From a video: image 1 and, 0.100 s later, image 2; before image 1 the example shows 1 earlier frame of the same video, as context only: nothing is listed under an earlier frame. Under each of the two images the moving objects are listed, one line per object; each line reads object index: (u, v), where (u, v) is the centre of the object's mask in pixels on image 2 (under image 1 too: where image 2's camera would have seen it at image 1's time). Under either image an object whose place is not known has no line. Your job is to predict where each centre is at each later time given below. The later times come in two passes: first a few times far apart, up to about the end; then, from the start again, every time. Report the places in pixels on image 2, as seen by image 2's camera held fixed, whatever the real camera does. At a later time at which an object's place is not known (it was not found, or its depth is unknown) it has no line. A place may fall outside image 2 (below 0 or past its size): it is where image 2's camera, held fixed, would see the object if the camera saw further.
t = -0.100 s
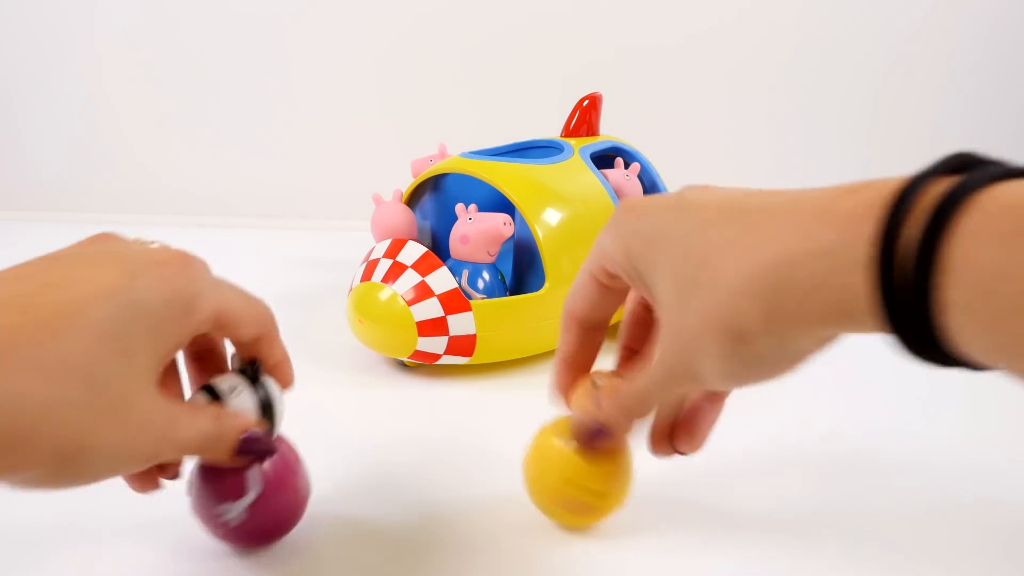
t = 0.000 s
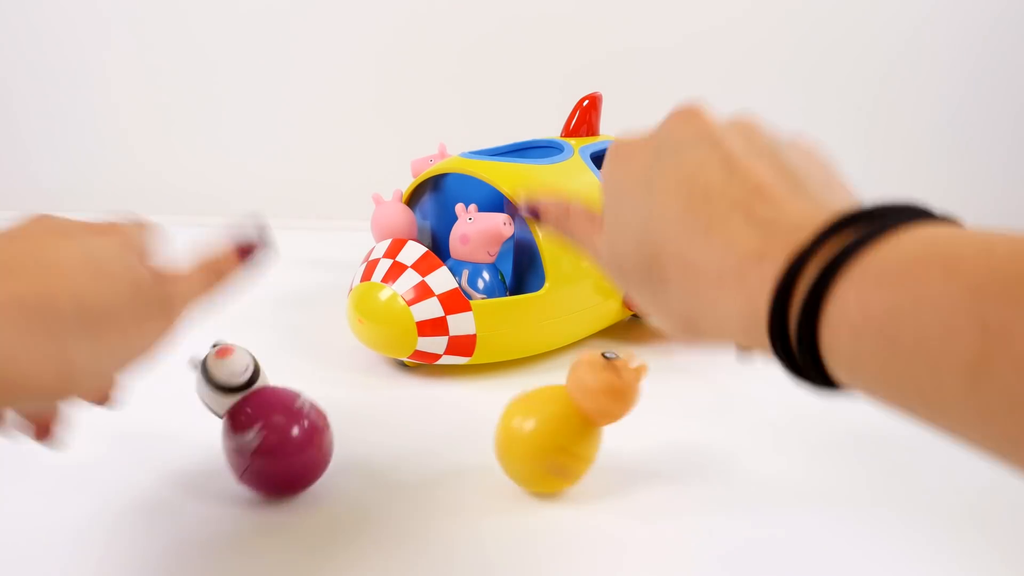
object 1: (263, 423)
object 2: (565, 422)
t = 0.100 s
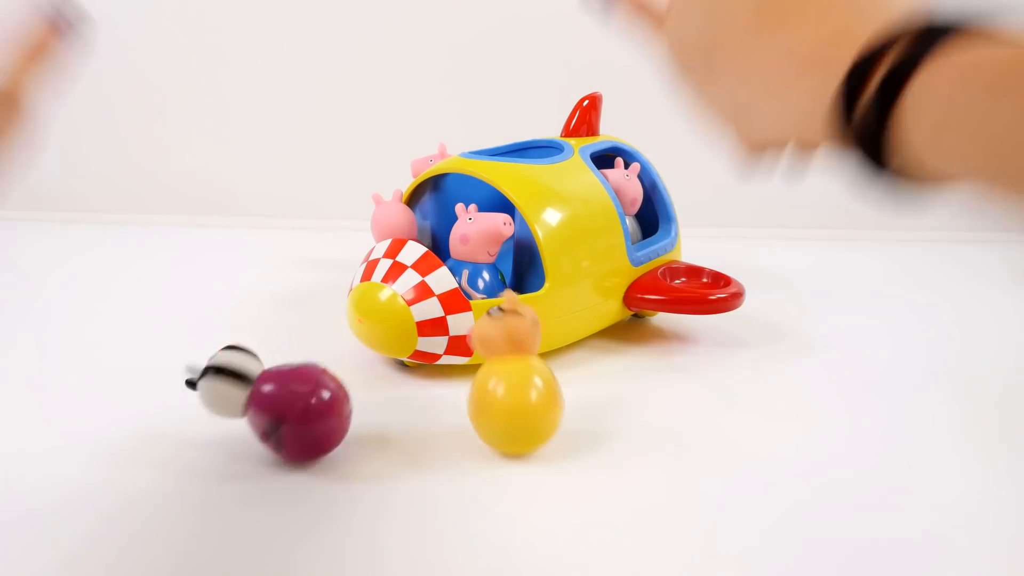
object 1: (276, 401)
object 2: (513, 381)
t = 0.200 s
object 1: (317, 368)
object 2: (510, 372)
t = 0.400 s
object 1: (371, 350)
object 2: (464, 380)
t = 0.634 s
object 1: (379, 352)
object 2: (470, 430)
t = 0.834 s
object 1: (402, 355)
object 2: (538, 514)
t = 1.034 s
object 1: (415, 355)
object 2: (757, 538)
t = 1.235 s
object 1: (386, 381)
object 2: (889, 530)
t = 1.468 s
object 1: (324, 382)
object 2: (964, 491)
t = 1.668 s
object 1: (275, 375)
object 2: (914, 404)
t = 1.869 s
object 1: (287, 354)
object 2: (848, 378)
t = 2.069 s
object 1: (309, 345)
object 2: (710, 355)
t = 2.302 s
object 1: (359, 346)
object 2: (635, 362)
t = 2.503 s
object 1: (390, 354)
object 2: (565, 412)
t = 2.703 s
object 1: (382, 374)
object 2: (628, 458)
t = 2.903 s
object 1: (351, 390)
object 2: (713, 518)
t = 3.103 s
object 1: (306, 399)
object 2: (894, 506)
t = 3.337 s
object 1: (260, 391)
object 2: (938, 470)
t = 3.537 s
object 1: (239, 375)
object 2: (914, 416)
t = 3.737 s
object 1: (258, 365)
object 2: (833, 374)
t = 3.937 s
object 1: (304, 360)
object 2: (726, 366)
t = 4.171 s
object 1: (325, 367)
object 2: (642, 383)
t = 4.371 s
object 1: (322, 388)
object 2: (620, 421)
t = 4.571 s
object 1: (295, 396)
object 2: (713, 490)
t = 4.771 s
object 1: (246, 392)
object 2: (822, 501)
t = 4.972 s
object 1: (235, 382)
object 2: (942, 484)
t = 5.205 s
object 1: (259, 368)
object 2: (924, 417)
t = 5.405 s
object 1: (287, 367)
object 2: (864, 387)
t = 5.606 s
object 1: (315, 380)
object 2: (755, 366)
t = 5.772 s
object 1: (303, 391)
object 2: (694, 377)
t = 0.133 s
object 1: (286, 392)
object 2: (518, 378)
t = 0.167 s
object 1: (301, 381)
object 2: (524, 376)
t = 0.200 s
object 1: (317, 368)
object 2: (510, 372)
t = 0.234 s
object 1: (335, 357)
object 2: (481, 363)
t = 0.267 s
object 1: (357, 347)
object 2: (461, 354)
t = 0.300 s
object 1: (372, 345)
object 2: (457, 353)
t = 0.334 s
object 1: (372, 346)
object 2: (461, 357)
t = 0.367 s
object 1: (372, 348)
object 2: (466, 363)
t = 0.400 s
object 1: (371, 350)
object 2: (464, 380)
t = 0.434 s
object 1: (369, 351)
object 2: (451, 398)
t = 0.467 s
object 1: (369, 342)
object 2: (437, 405)
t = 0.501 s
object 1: (373, 343)
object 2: (435, 406)
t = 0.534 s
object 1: (374, 350)
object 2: (445, 406)
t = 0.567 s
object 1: (374, 355)
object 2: (450, 413)
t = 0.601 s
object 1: (380, 351)
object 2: (457, 418)
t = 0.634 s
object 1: (379, 352)
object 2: (470, 430)
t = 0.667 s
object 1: (374, 354)
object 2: (480, 446)
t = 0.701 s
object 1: (372, 354)
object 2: (489, 470)
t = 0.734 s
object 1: (372, 355)
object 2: (500, 488)
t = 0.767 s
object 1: (378, 356)
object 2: (510, 500)
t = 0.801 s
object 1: (390, 356)
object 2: (521, 510)
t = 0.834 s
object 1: (402, 355)
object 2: (538, 514)
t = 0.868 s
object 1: (412, 353)
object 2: (561, 514)
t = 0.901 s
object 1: (418, 349)
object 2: (590, 513)
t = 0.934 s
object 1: (419, 350)
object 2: (626, 513)
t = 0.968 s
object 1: (420, 351)
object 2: (670, 515)
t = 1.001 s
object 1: (418, 351)
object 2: (716, 524)
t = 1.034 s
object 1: (415, 355)
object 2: (757, 538)
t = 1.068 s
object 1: (411, 359)
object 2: (780, 545)
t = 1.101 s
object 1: (407, 363)
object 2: (795, 544)
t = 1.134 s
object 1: (402, 370)
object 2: (816, 544)
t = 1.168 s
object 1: (396, 373)
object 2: (840, 542)
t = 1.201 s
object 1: (391, 377)
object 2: (865, 538)
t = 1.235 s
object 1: (386, 381)
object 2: (889, 530)
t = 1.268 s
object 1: (379, 383)
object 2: (911, 514)
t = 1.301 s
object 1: (373, 384)
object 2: (935, 502)
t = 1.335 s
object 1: (364, 384)
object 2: (954, 500)
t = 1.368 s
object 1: (355, 384)
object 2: (960, 507)
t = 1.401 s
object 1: (344, 384)
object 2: (962, 506)
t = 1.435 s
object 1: (334, 383)
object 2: (964, 500)
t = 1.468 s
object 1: (324, 382)
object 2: (964, 491)
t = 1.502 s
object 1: (313, 379)
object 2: (963, 481)
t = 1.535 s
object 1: (302, 378)
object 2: (961, 468)
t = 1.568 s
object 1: (292, 377)
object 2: (958, 452)
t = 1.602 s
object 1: (284, 377)
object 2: (948, 432)
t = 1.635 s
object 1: (278, 376)
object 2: (931, 415)
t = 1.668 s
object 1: (275, 375)
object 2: (914, 404)
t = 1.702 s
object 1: (274, 373)
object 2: (902, 400)
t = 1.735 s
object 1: (275, 370)
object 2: (890, 399)
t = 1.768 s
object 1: (277, 366)
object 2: (880, 395)
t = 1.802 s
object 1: (279, 363)
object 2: (871, 390)
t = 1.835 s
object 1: (282, 358)
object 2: (861, 384)
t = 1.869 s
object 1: (287, 354)
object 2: (848, 378)
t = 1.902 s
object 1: (291, 350)
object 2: (831, 371)
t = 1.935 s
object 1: (294, 348)
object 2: (806, 367)
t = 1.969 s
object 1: (298, 347)
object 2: (779, 363)
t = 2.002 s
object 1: (301, 347)
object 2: (752, 354)
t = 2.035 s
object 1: (305, 347)
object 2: (728, 353)
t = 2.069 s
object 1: (309, 345)
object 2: (710, 355)
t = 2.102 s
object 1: (316, 345)
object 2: (696, 358)
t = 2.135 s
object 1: (321, 342)
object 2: (687, 362)
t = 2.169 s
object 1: (327, 341)
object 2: (677, 363)
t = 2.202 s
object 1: (335, 341)
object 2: (667, 362)
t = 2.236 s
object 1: (343, 341)
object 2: (658, 359)
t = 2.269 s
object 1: (351, 343)
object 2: (647, 359)
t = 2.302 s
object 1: (359, 346)
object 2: (635, 362)
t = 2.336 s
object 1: (367, 348)
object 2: (619, 371)
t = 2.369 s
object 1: (373, 348)
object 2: (602, 383)
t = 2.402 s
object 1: (379, 349)
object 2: (585, 391)
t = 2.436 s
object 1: (385, 350)
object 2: (573, 399)
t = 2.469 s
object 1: (388, 352)
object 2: (567, 407)
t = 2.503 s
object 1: (390, 354)
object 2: (565, 412)
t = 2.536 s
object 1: (390, 356)
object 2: (567, 417)
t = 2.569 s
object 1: (390, 359)
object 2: (573, 422)
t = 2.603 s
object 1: (388, 363)
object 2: (583, 426)
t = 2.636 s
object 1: (386, 368)
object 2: (595, 430)
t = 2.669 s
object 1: (384, 372)
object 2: (611, 440)
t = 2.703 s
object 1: (382, 374)
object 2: (628, 458)
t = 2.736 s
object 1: (378, 376)
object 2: (641, 480)
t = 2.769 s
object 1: (374, 378)
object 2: (655, 498)
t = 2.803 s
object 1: (369, 381)
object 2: (670, 506)
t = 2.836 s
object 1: (364, 384)
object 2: (682, 516)
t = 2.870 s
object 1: (358, 387)
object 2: (696, 520)
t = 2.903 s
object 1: (351, 390)
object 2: (713, 518)
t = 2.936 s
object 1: (344, 395)
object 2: (734, 514)
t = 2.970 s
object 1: (337, 395)
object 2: (760, 509)
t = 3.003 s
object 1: (328, 396)
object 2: (791, 502)
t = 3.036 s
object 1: (321, 397)
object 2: (828, 498)
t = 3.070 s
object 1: (313, 398)
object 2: (863, 501)
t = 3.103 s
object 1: (306, 399)
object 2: (894, 506)
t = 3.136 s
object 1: (298, 398)
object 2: (914, 513)
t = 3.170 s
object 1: (290, 397)
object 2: (925, 516)
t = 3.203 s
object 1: (283, 395)
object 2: (934, 514)
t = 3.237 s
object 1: (277, 394)
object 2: (939, 507)
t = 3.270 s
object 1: (270, 393)
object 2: (942, 497)
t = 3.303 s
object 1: (265, 393)
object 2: (940, 484)
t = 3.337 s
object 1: (260, 391)
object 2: (938, 470)
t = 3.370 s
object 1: (256, 388)
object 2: (936, 451)
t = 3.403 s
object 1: (251, 384)
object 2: (933, 435)
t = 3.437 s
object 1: (246, 381)
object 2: (929, 426)
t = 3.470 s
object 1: (242, 378)
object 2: (926, 421)
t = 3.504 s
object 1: (240, 377)
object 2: (921, 419)
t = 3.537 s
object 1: (239, 375)
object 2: (914, 416)
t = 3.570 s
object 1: (239, 373)
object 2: (909, 411)
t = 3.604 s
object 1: (240, 371)
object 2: (902, 405)
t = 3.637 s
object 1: (243, 370)
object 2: (891, 397)
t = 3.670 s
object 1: (248, 368)
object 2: (876, 390)
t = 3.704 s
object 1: (253, 367)
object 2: (856, 382)
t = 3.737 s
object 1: (258, 365)
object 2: (833, 374)
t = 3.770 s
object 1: (265, 363)
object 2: (807, 368)
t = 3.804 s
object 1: (274, 361)
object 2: (783, 365)
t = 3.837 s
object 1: (282, 359)
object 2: (764, 364)
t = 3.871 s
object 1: (291, 358)
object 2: (749, 364)
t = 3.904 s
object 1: (298, 358)
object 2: (736, 365)
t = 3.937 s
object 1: (304, 360)
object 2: (726, 366)
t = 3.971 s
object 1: (310, 361)
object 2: (716, 368)
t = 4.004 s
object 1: (314, 362)
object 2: (706, 368)
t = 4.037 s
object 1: (318, 363)
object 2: (696, 366)
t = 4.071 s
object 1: (321, 364)
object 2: (684, 365)
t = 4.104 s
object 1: (323, 365)
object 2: (671, 367)
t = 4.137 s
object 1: (324, 365)
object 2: (655, 372)
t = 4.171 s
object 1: (325, 367)
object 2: (642, 383)
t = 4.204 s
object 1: (325, 369)
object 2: (630, 393)
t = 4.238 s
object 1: (324, 371)
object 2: (620, 401)
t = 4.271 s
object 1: (324, 375)
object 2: (613, 407)
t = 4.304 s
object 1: (324, 379)
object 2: (611, 412)
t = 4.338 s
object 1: (323, 385)
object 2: (614, 416)
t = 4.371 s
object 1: (322, 388)
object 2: (620, 421)
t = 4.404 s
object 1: (320, 392)
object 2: (630, 426)
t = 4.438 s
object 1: (317, 395)
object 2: (644, 432)
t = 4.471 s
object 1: (313, 396)
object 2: (661, 442)
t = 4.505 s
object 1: (308, 397)
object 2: (680, 458)
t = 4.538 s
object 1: (302, 397)
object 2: (697, 474)
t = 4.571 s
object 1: (295, 396)
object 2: (713, 490)
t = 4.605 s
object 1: (287, 395)
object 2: (728, 500)
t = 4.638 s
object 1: (277, 393)
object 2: (745, 505)
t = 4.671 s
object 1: (268, 392)
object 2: (762, 508)
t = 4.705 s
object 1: (260, 391)
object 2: (781, 509)
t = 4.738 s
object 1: (252, 392)
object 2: (800, 506)
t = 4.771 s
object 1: (246, 392)
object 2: (822, 501)
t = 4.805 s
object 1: (241, 391)
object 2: (847, 494)
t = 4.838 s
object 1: (237, 391)
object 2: (873, 487)
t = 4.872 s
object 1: (236, 391)
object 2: (901, 484)
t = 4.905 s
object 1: (235, 389)
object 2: (923, 484)
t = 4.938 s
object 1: (234, 386)
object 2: (938, 484)
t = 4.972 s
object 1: (235, 382)
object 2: (942, 484)
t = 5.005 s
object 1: (237, 379)
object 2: (945, 481)
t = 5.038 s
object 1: (239, 376)
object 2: (947, 475)
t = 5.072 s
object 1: (243, 374)
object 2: (948, 466)
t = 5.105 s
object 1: (246, 371)
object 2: (948, 453)
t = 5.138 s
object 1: (250, 369)
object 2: (945, 439)
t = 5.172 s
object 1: (255, 369)
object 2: (935, 427)
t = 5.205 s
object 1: (259, 368)
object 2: (924, 417)
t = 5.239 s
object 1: (263, 368)
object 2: (913, 408)
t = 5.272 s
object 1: (268, 368)
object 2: (903, 402)
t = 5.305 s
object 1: (272, 368)
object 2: (894, 398)
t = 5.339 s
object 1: (276, 367)
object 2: (885, 394)
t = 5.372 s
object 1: (282, 367)
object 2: (875, 390)
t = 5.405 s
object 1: (287, 367)
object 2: (864, 387)
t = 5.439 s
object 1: (294, 369)
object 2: (851, 383)
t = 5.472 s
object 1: (299, 371)
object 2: (836, 379)
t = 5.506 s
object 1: (304, 373)
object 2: (819, 374)
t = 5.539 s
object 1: (309, 375)
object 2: (800, 368)
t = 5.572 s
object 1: (313, 377)
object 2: (777, 367)
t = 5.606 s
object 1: (315, 380)
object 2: (755, 366)
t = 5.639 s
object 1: (316, 383)
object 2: (736, 366)
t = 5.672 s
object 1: (315, 385)
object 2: (721, 369)
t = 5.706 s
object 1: (313, 387)
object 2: (710, 372)
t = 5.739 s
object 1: (309, 388)
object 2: (700, 375)
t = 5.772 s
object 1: (303, 391)
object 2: (694, 377)
